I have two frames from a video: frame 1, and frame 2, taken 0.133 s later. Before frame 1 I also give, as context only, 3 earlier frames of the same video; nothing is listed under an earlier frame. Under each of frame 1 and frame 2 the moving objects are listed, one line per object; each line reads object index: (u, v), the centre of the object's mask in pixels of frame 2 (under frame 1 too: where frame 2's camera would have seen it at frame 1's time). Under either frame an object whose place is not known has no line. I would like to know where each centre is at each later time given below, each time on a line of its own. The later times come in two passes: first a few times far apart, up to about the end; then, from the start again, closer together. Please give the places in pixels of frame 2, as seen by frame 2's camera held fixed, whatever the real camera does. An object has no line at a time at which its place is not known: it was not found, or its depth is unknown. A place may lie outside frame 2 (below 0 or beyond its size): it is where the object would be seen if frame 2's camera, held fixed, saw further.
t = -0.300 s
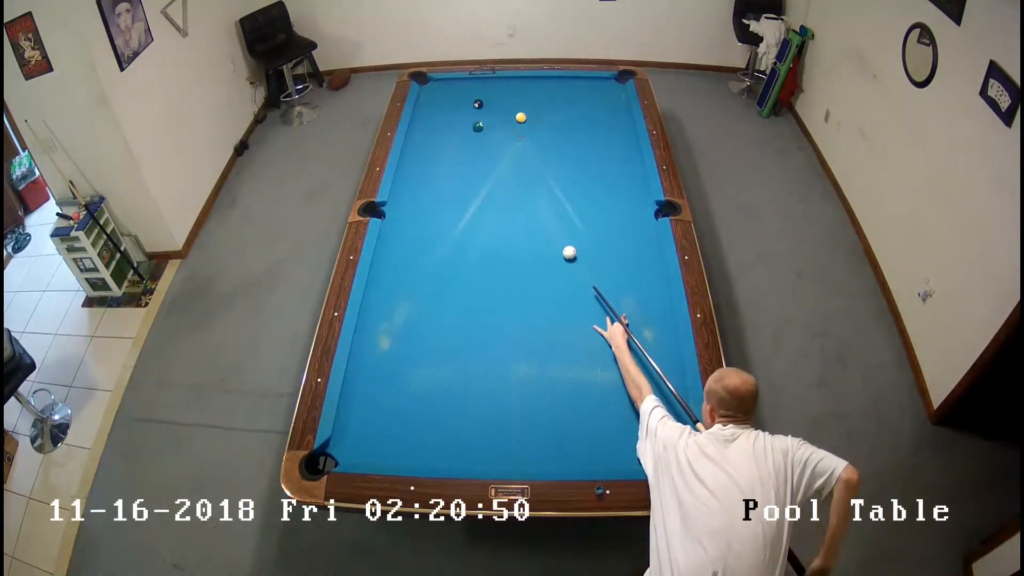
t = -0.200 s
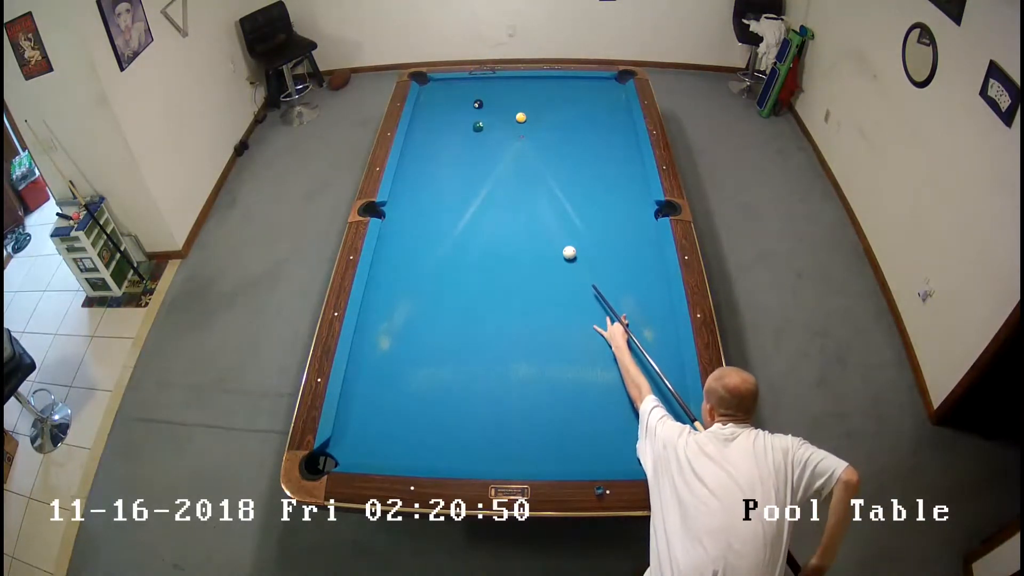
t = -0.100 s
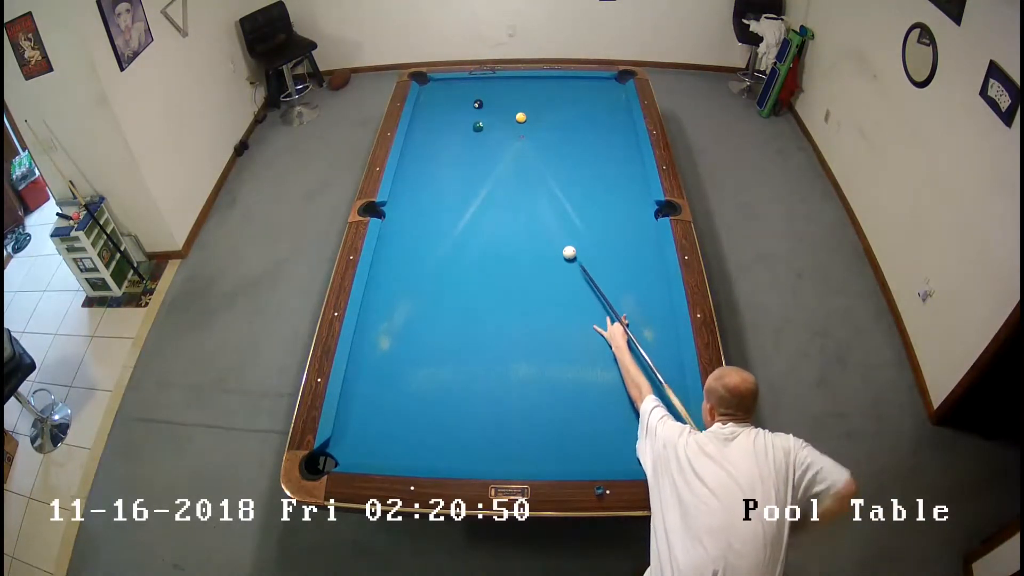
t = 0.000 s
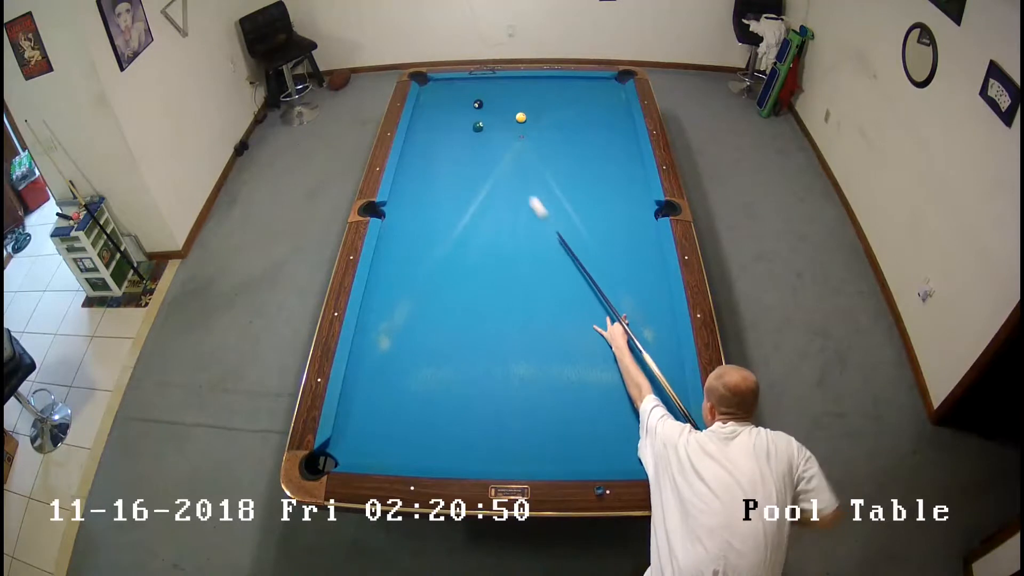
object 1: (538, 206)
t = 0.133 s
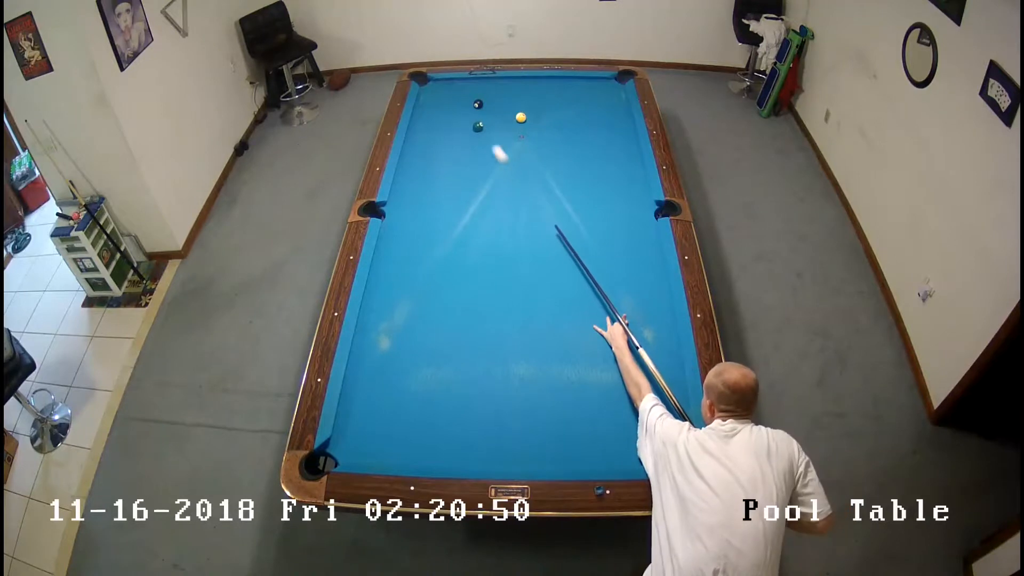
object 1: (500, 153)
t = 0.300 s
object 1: (490, 127)
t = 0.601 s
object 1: (495, 102)
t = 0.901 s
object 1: (496, 79)
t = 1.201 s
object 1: (517, 89)
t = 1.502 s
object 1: (538, 99)
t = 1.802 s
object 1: (559, 109)
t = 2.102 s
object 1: (581, 120)
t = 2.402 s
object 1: (602, 130)
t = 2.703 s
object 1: (623, 141)
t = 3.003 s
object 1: (634, 150)
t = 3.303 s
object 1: (626, 155)
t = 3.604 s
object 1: (619, 160)
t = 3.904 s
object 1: (612, 164)
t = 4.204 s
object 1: (607, 167)
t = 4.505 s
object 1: (601, 170)
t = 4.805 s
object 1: (597, 172)
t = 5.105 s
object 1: (593, 173)
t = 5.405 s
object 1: (591, 174)
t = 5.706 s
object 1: (589, 174)
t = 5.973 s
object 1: (589, 173)
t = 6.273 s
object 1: (589, 173)
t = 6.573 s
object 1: (589, 173)
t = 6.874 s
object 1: (589, 173)
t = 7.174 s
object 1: (589, 173)
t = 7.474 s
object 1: (589, 173)
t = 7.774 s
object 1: (589, 173)
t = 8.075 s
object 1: (589, 173)
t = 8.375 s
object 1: (589, 173)
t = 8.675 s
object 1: (589, 173)
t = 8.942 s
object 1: (589, 173)
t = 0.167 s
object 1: (492, 142)
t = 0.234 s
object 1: (485, 129)
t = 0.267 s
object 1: (488, 128)
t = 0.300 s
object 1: (490, 127)
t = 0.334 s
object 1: (492, 125)
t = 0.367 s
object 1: (493, 122)
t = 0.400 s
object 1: (494, 120)
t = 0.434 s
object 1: (495, 117)
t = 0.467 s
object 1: (495, 114)
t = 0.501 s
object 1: (495, 111)
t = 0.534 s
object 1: (495, 108)
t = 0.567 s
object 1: (496, 105)
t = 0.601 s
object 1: (495, 102)
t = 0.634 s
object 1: (496, 100)
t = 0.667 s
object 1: (496, 97)
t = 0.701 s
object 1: (496, 94)
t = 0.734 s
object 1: (496, 91)
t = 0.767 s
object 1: (496, 89)
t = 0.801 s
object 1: (496, 86)
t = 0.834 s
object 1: (496, 83)
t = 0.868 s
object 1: (496, 81)
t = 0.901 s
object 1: (496, 79)
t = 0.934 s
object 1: (498, 80)
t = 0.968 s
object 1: (500, 81)
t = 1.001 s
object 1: (503, 82)
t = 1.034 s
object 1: (505, 83)
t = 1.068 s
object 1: (507, 84)
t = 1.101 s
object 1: (510, 85)
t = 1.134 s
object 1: (512, 86)
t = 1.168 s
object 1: (514, 88)
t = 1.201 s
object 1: (517, 89)
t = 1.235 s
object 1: (519, 90)
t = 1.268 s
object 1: (521, 91)
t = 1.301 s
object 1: (524, 92)
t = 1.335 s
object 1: (526, 93)
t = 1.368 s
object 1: (528, 94)
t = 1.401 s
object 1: (531, 95)
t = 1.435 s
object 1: (533, 96)
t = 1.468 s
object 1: (536, 98)
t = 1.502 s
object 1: (538, 99)
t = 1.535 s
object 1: (540, 100)
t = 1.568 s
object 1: (543, 101)
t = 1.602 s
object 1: (545, 102)
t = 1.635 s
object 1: (547, 103)
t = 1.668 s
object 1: (550, 104)
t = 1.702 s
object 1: (552, 106)
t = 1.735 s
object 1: (554, 107)
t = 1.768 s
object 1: (557, 108)
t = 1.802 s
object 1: (559, 109)
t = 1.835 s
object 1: (562, 110)
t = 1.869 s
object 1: (564, 111)
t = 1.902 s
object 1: (566, 112)
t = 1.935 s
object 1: (569, 114)
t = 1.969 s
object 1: (571, 115)
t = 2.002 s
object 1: (574, 116)
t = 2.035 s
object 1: (576, 117)
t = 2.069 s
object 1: (578, 118)
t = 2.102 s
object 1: (581, 120)
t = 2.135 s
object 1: (583, 121)
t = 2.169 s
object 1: (586, 122)
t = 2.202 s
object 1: (588, 123)
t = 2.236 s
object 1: (590, 124)
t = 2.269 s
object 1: (593, 125)
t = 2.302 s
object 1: (595, 126)
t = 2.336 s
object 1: (597, 128)
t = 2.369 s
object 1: (600, 129)
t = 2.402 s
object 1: (602, 130)
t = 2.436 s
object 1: (604, 131)
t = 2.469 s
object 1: (607, 132)
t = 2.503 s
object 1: (609, 134)
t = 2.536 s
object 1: (612, 135)
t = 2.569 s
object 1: (614, 136)
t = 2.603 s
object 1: (616, 137)
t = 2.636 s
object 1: (619, 139)
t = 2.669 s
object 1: (621, 140)
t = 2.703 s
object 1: (623, 141)
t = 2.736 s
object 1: (626, 142)
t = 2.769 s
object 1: (628, 143)
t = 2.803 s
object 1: (630, 145)
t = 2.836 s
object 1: (632, 146)
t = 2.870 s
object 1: (635, 147)
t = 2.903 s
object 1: (636, 148)
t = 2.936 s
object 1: (636, 149)
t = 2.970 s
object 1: (635, 149)
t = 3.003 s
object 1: (634, 150)
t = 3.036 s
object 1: (633, 151)
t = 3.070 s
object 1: (632, 151)
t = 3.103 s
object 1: (631, 152)
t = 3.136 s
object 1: (630, 152)
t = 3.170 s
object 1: (630, 153)
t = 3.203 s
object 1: (629, 154)
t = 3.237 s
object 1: (628, 154)
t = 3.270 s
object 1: (627, 155)
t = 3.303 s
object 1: (626, 155)
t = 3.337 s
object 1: (625, 156)
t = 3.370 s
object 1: (625, 156)
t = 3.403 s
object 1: (624, 157)
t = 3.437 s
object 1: (623, 157)
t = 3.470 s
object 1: (622, 158)
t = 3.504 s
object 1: (621, 158)
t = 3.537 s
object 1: (621, 159)
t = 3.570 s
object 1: (620, 159)
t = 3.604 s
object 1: (619, 160)
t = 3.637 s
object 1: (618, 160)
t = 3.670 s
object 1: (618, 161)
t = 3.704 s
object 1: (617, 161)
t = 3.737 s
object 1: (616, 161)
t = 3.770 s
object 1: (615, 162)
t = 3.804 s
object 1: (615, 162)
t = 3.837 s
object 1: (614, 163)
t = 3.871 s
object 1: (613, 163)
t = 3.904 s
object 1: (612, 164)
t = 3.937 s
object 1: (612, 164)
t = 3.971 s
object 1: (611, 164)
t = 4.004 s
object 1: (610, 165)
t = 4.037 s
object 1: (610, 165)
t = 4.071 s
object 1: (609, 166)
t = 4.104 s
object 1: (608, 166)
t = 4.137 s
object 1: (608, 166)
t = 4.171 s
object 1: (607, 167)
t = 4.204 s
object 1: (607, 167)
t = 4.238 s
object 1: (606, 167)
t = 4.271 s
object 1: (605, 168)
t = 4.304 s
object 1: (605, 168)
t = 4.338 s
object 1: (604, 168)
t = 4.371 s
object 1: (604, 168)
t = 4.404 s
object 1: (603, 169)
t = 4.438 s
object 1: (603, 169)
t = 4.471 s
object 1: (602, 169)
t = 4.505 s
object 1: (601, 170)
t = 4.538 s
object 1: (601, 170)
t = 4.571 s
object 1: (600, 170)
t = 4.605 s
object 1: (600, 170)
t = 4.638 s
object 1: (599, 170)
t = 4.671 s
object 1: (599, 171)
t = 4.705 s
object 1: (598, 171)
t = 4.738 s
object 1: (598, 171)
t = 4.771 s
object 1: (597, 171)
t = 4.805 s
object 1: (597, 172)
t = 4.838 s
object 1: (596, 172)
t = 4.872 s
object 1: (596, 172)
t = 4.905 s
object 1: (595, 172)
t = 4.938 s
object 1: (595, 172)
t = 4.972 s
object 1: (595, 172)
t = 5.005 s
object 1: (594, 172)
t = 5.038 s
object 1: (594, 173)
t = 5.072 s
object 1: (593, 173)
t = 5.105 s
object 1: (593, 173)
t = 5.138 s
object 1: (593, 173)
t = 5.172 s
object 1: (593, 173)
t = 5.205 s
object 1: (592, 173)
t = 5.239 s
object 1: (592, 173)
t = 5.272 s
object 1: (592, 173)
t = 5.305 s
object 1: (592, 173)
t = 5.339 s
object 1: (591, 174)
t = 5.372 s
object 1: (591, 174)
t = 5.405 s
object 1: (591, 174)
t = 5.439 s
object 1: (591, 174)
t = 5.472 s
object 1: (590, 174)
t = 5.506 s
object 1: (590, 174)
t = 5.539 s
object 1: (590, 174)
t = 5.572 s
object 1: (590, 174)
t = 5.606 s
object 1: (590, 174)
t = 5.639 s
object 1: (590, 174)
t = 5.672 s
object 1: (590, 174)
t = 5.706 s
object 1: (589, 174)
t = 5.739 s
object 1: (589, 174)
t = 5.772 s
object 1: (589, 174)
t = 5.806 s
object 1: (589, 174)
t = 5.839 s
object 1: (589, 173)
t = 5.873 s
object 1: (589, 173)
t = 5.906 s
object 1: (589, 173)
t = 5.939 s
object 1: (589, 173)
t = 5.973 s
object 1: (589, 173)
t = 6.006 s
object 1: (589, 173)
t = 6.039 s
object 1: (589, 173)
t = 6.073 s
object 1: (589, 173)
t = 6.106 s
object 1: (589, 173)
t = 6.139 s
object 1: (589, 173)
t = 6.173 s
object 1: (589, 173)
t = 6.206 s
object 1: (589, 173)
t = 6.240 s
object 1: (589, 173)
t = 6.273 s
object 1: (589, 173)
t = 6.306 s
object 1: (589, 173)
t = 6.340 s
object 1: (589, 173)
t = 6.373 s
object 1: (589, 173)
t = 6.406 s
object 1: (589, 173)
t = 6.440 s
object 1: (589, 173)
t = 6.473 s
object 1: (589, 173)
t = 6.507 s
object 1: (589, 173)
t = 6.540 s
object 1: (589, 173)
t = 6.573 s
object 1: (589, 173)
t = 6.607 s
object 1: (589, 173)
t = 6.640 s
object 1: (589, 173)
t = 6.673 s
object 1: (589, 173)
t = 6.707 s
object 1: (589, 173)
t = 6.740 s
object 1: (589, 173)
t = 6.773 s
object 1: (589, 173)
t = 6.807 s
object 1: (589, 173)
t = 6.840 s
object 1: (589, 173)
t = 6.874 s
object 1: (589, 173)
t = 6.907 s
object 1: (589, 173)
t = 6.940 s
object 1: (589, 173)
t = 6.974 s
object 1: (589, 173)
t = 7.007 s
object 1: (589, 173)
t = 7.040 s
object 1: (589, 173)
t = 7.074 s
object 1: (589, 173)
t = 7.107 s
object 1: (589, 173)
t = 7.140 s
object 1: (589, 173)
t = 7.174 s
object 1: (589, 173)
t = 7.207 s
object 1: (589, 173)
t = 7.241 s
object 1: (589, 173)
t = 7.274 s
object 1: (589, 173)
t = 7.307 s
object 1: (589, 173)
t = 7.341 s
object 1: (589, 173)
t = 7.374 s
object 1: (589, 173)
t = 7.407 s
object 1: (589, 173)
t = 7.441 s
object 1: (589, 173)
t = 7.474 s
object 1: (589, 173)
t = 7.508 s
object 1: (589, 173)
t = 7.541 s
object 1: (589, 173)
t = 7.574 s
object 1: (589, 173)
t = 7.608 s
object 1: (589, 173)
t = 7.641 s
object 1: (589, 173)
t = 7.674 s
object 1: (589, 173)
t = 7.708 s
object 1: (589, 173)
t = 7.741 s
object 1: (589, 173)
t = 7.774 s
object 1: (589, 173)
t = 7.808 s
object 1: (589, 173)
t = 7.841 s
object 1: (589, 173)
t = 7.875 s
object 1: (589, 173)
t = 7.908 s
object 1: (589, 173)
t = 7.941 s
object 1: (589, 173)
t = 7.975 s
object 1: (589, 173)
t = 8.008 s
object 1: (589, 173)
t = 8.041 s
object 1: (589, 173)
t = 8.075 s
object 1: (589, 173)
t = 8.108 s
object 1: (589, 173)
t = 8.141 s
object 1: (589, 173)
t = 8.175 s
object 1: (589, 173)
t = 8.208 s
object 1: (589, 173)
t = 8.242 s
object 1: (589, 173)
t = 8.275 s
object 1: (589, 173)
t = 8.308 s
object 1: (589, 173)
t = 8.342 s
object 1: (589, 173)
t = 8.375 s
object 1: (589, 173)
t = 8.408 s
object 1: (589, 173)
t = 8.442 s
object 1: (589, 173)
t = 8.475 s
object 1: (589, 173)
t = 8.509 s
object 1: (589, 173)
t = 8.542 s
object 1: (589, 173)
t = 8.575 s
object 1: (589, 173)
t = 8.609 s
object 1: (589, 173)
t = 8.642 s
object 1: (589, 173)
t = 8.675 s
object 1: (589, 173)
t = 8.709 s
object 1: (589, 173)
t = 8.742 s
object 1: (589, 173)
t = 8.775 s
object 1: (589, 173)
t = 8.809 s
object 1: (589, 173)
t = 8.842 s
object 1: (589, 173)
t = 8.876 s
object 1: (589, 173)
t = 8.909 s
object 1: (589, 173)
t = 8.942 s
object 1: (589, 173)
